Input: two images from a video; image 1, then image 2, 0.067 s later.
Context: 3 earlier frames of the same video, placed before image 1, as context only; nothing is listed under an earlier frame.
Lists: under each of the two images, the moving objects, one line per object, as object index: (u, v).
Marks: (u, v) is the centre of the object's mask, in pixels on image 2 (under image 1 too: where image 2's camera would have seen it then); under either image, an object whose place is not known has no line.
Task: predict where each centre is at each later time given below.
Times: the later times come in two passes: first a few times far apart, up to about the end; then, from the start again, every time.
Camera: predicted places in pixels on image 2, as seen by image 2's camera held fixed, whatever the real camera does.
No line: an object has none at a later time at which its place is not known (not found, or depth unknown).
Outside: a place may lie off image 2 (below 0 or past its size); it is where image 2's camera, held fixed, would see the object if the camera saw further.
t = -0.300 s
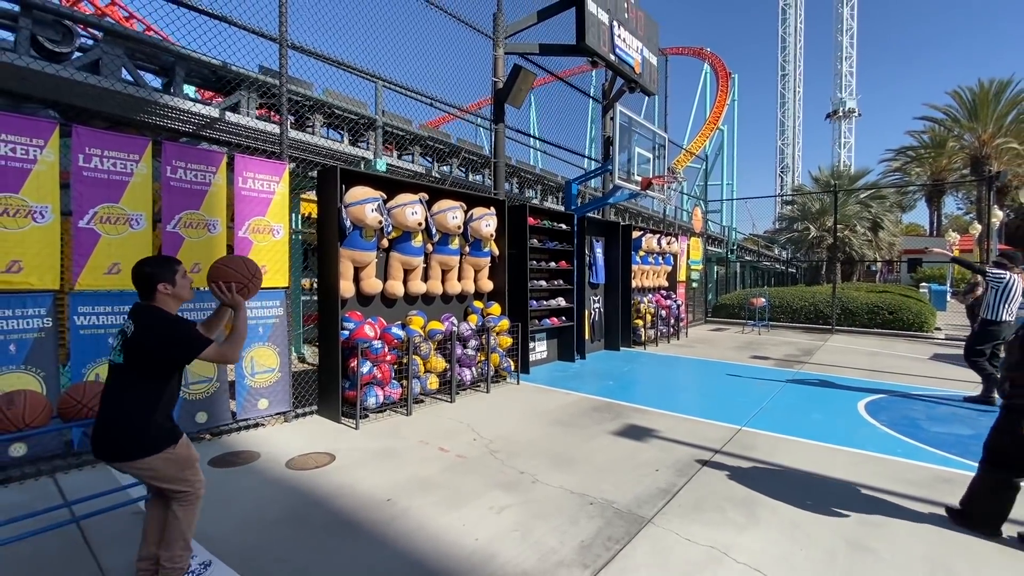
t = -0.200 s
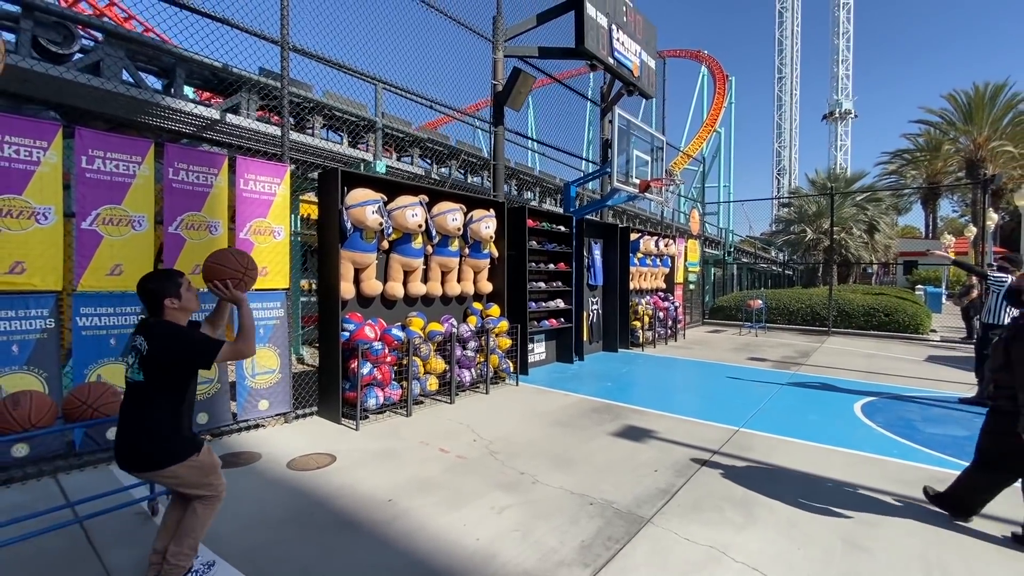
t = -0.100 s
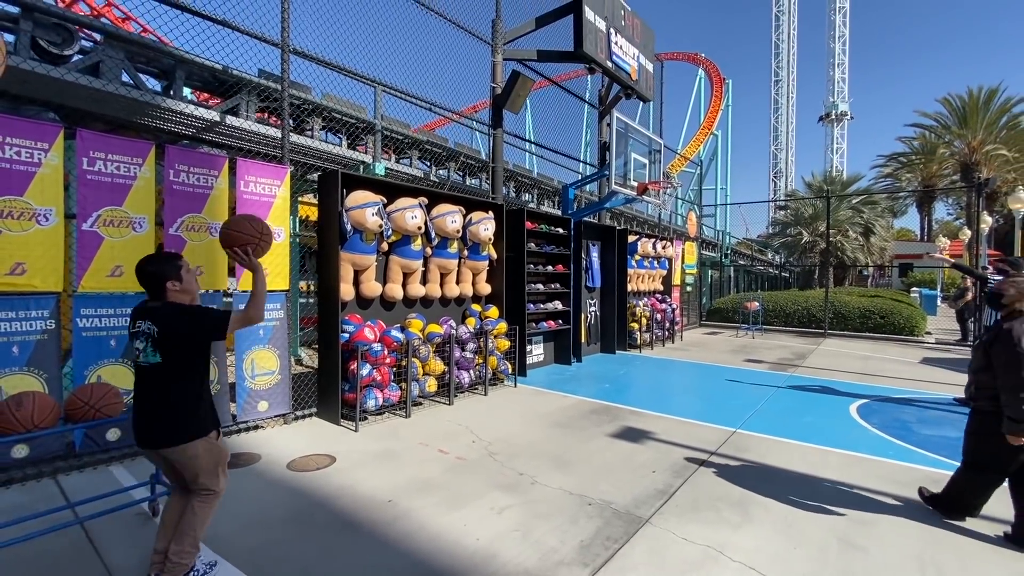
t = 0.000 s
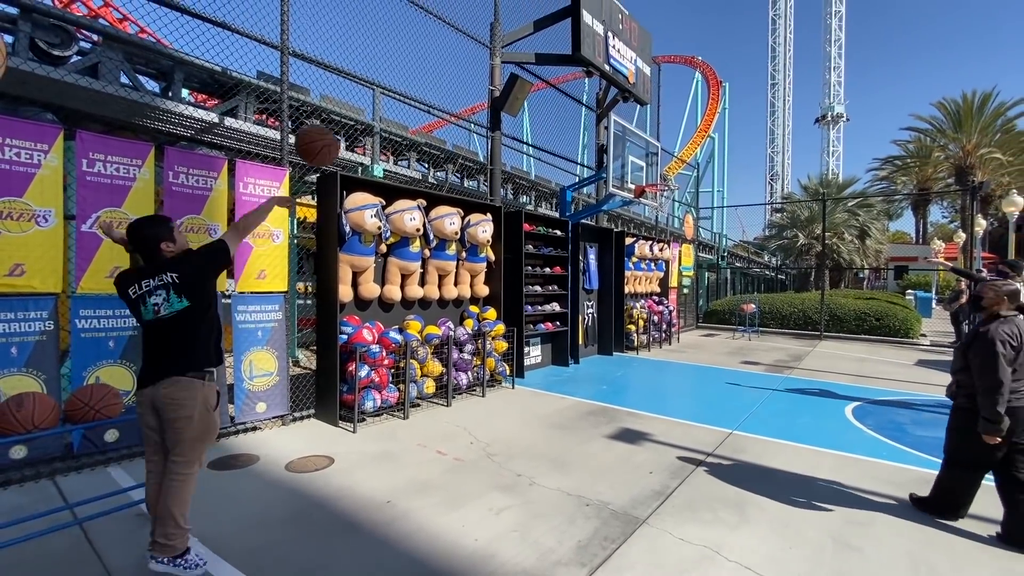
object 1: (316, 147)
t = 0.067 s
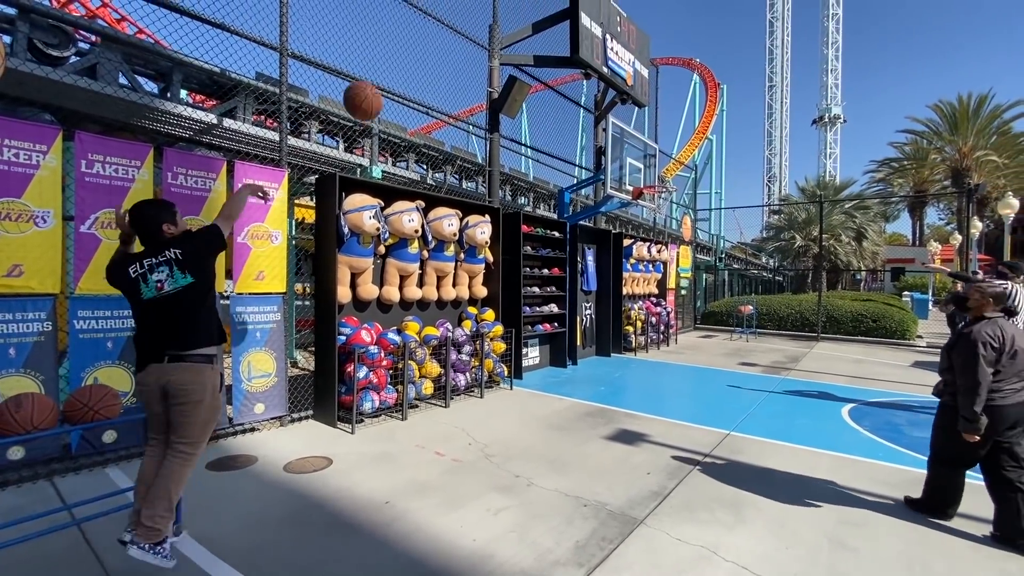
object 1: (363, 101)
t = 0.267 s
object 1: (461, 31)
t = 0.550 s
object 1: (542, 30)
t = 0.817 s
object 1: (589, 82)
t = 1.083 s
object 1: (608, 138)
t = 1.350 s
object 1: (610, 224)
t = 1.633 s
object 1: (612, 431)
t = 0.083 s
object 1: (373, 91)
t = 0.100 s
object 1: (383, 83)
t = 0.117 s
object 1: (392, 75)
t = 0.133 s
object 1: (402, 68)
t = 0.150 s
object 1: (410, 62)
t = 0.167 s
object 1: (419, 56)
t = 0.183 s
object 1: (426, 50)
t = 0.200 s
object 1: (434, 46)
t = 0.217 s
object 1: (441, 41)
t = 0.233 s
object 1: (448, 37)
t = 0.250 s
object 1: (455, 34)
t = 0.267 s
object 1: (461, 31)
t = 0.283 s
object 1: (468, 29)
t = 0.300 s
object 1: (473, 26)
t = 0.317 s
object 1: (479, 25)
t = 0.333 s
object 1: (485, 24)
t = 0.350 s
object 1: (490, 22)
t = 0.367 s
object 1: (495, 21)
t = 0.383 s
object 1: (500, 21)
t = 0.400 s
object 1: (505, 21)
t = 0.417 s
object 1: (509, 21)
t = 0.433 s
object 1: (514, 21)
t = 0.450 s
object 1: (519, 21)
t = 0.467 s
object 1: (523, 22)
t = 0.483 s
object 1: (527, 23)
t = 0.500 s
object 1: (531, 24)
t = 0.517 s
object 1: (535, 26)
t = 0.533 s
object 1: (538, 28)
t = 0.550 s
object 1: (542, 30)
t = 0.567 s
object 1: (545, 32)
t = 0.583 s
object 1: (549, 34)
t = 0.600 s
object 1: (552, 37)
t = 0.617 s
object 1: (556, 39)
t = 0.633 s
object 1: (559, 42)
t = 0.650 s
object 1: (562, 45)
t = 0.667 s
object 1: (565, 49)
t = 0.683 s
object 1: (568, 51)
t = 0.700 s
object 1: (571, 55)
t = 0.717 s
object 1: (574, 58)
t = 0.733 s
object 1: (577, 62)
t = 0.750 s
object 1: (579, 65)
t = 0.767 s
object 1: (582, 69)
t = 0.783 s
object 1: (585, 73)
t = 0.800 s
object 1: (587, 78)
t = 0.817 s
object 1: (589, 82)
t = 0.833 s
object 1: (591, 86)
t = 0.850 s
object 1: (594, 91)
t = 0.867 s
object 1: (596, 96)
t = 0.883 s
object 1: (598, 100)
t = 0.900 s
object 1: (600, 105)
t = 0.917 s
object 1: (602, 109)
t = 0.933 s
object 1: (604, 114)
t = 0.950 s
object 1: (606, 119)
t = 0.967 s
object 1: (607, 123)
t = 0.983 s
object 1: (607, 125)
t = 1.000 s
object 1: (608, 126)
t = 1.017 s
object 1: (608, 128)
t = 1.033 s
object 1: (607, 131)
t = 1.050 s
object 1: (608, 133)
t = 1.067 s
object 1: (608, 135)
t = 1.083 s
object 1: (608, 138)
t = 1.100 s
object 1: (608, 142)
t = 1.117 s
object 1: (608, 145)
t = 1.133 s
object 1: (609, 148)
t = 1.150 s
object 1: (608, 152)
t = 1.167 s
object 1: (608, 157)
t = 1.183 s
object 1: (609, 161)
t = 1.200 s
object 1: (609, 166)
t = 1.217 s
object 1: (609, 171)
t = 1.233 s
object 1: (610, 176)
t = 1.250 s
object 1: (610, 182)
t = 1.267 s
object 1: (610, 188)
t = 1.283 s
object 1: (610, 194)
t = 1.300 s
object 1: (610, 201)
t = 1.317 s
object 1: (610, 208)
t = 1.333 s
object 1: (610, 216)
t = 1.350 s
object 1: (610, 224)
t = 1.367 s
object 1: (610, 233)
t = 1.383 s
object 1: (610, 241)
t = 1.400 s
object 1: (610, 251)
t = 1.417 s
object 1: (610, 260)
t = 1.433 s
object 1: (610, 270)
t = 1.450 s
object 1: (610, 281)
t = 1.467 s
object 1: (610, 292)
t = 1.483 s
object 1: (610, 303)
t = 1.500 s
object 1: (610, 315)
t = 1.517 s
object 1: (610, 328)
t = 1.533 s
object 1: (610, 340)
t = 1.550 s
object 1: (611, 354)
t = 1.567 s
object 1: (611, 368)
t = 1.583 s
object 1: (611, 383)
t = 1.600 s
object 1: (612, 398)
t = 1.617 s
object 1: (612, 415)
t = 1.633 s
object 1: (612, 431)
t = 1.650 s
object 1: (612, 429)
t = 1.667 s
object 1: (612, 419)
